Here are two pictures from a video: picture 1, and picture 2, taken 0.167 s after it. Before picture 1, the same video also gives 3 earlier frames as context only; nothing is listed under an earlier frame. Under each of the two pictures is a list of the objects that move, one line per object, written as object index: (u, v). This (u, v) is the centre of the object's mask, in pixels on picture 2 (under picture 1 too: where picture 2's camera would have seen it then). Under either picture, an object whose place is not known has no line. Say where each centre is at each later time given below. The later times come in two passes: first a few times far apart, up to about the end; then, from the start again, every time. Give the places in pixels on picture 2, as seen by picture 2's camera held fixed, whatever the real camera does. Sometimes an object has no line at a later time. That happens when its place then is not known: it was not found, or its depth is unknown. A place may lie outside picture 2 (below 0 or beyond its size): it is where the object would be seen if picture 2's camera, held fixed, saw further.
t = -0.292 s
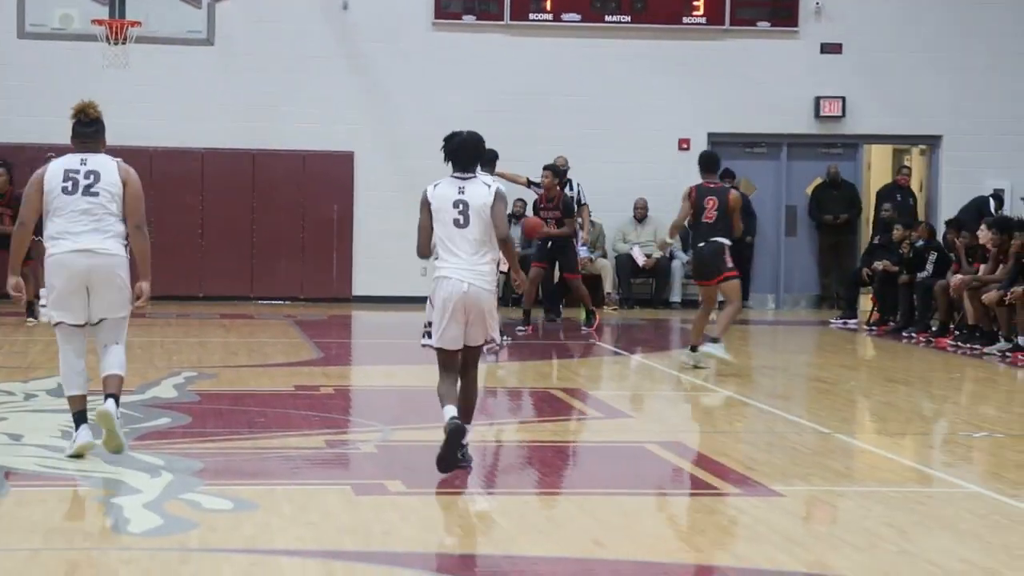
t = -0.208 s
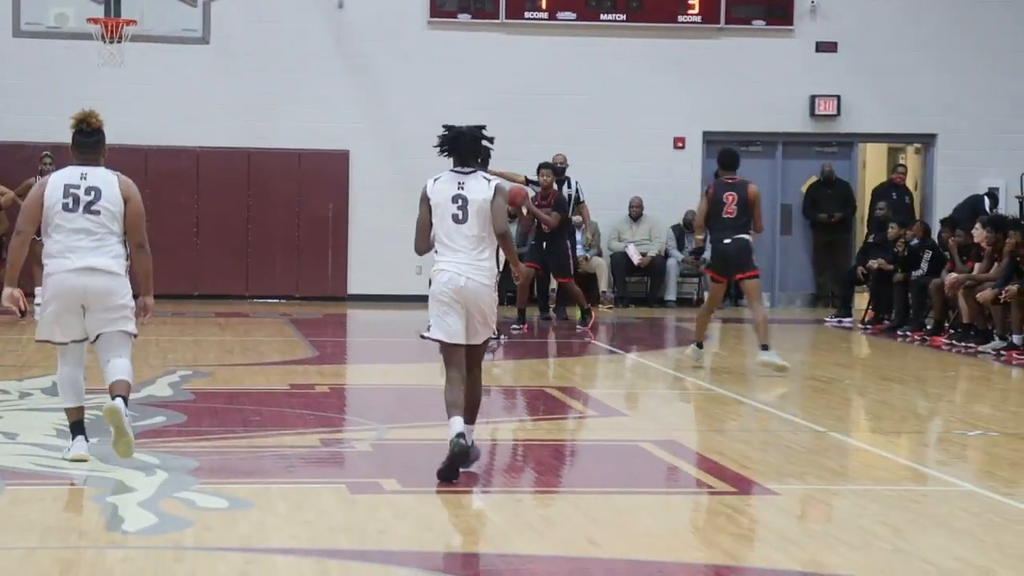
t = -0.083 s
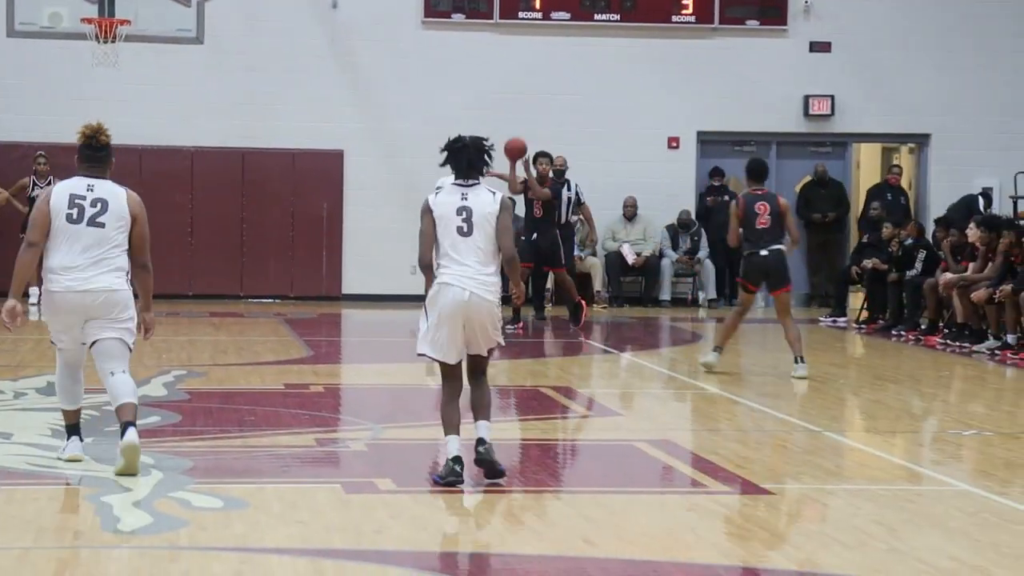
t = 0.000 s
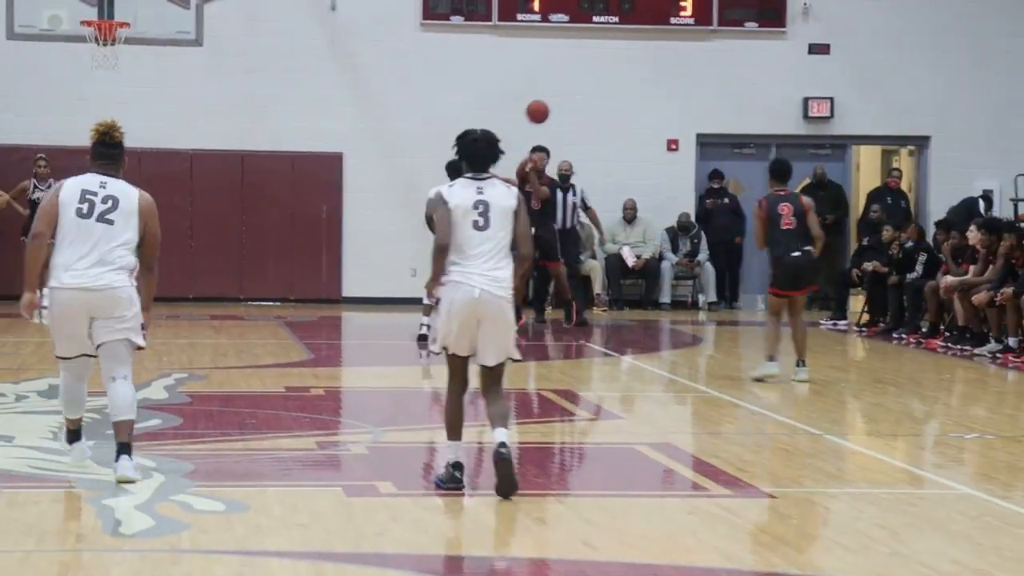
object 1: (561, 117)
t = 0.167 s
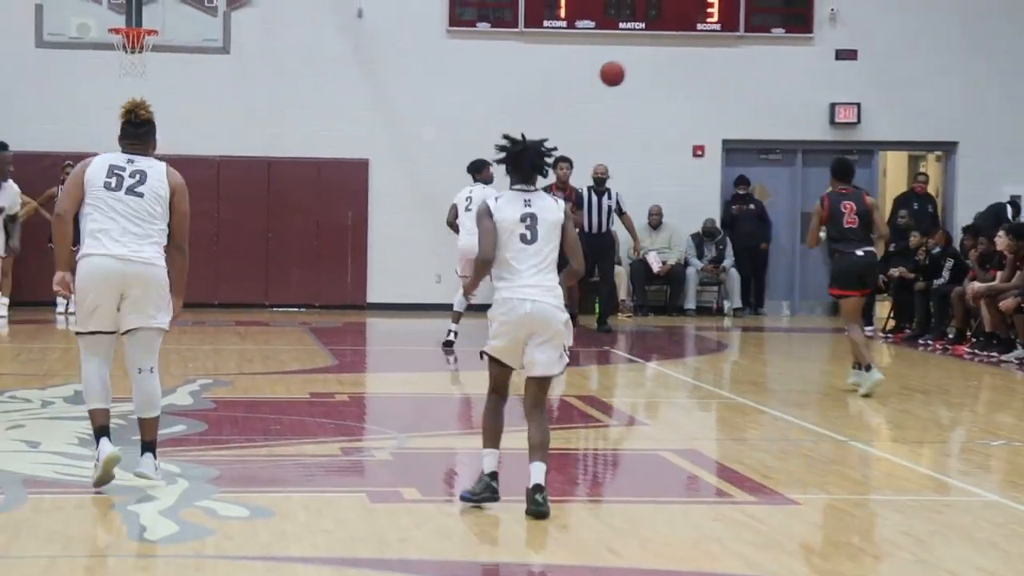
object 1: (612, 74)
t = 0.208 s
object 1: (625, 68)
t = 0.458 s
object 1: (704, 51)
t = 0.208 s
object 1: (625, 68)
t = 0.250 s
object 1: (636, 61)
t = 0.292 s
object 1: (650, 57)
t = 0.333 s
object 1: (664, 52)
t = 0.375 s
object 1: (676, 49)
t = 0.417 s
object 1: (690, 50)
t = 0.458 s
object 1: (704, 51)
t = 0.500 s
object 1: (722, 56)
